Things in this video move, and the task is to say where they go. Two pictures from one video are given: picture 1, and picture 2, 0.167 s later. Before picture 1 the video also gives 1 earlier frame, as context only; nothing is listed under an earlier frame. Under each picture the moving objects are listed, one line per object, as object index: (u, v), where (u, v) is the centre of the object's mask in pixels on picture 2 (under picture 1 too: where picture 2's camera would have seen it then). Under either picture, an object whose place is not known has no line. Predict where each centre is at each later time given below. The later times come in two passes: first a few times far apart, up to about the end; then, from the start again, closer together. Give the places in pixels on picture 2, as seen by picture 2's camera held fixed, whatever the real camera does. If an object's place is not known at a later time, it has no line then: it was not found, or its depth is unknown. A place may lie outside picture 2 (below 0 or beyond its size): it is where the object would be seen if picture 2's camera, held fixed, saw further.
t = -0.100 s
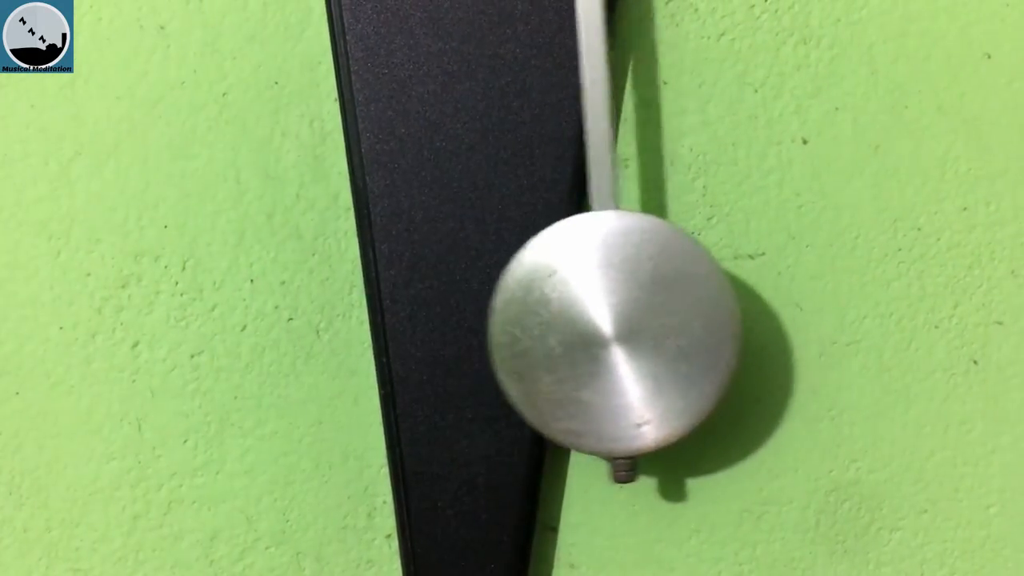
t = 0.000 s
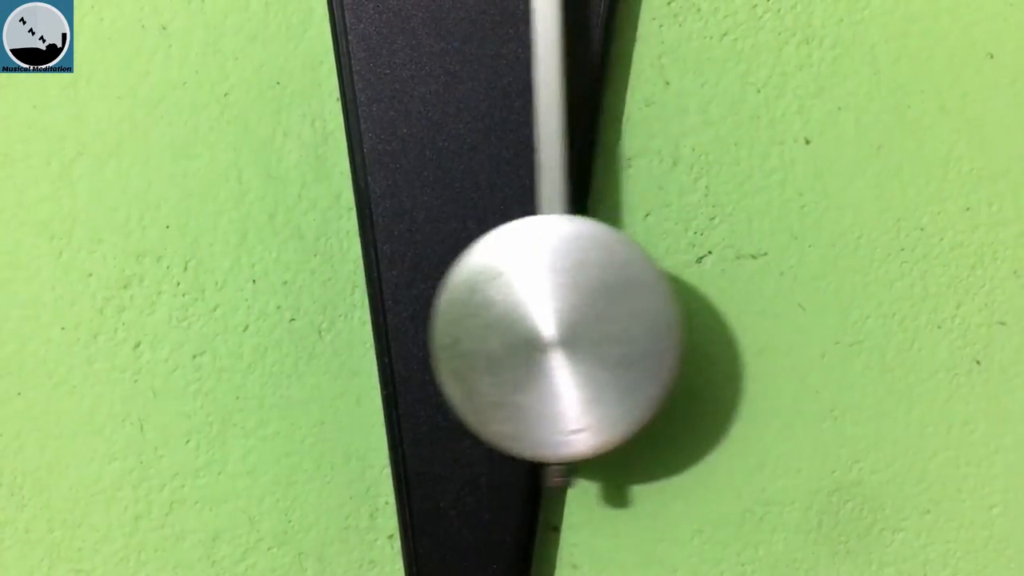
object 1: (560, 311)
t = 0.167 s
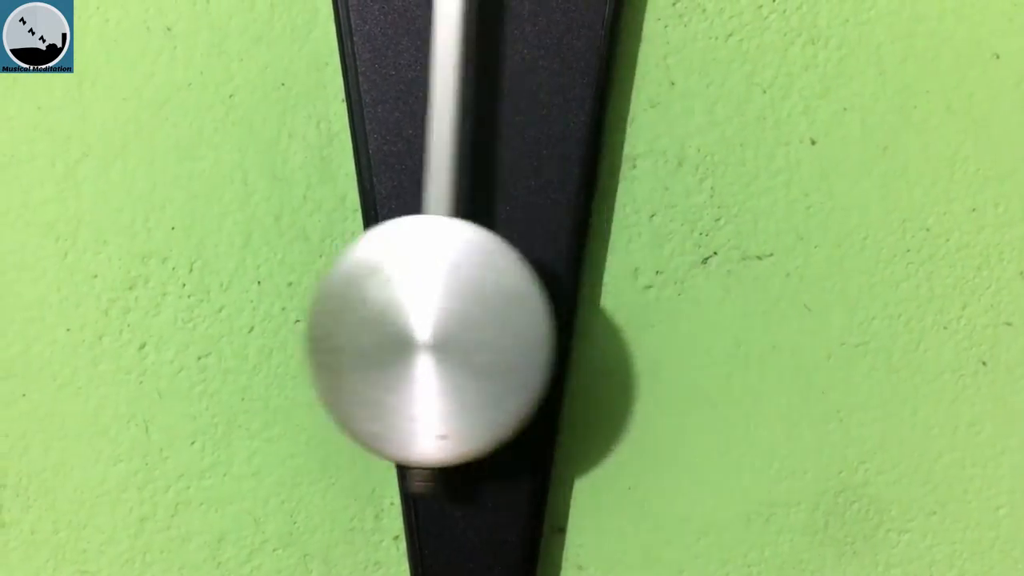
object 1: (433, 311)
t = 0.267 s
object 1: (371, 312)
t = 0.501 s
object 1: (378, 312)
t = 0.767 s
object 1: (572, 311)
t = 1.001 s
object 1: (649, 310)
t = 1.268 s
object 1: (492, 311)
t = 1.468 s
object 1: (354, 314)
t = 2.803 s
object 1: (351, 311)
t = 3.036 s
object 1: (503, 312)
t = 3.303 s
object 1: (650, 312)
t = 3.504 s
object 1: (577, 311)
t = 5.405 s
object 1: (514, 313)
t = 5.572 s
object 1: (626, 312)
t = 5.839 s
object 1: (590, 312)
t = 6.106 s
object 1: (390, 311)
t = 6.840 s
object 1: (647, 312)
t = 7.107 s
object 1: (518, 311)
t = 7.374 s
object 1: (353, 309)
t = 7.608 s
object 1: (404, 313)
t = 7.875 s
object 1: (597, 312)
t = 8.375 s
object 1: (450, 306)
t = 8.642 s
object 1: (342, 311)
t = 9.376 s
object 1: (578, 313)
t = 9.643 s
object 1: (389, 312)
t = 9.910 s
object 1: (387, 310)
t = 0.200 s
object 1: (409, 312)
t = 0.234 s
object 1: (388, 312)
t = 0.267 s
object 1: (371, 312)
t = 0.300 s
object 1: (357, 313)
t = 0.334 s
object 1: (348, 313)
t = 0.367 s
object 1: (344, 312)
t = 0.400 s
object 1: (345, 313)
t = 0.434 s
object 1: (351, 313)
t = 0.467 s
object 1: (363, 313)
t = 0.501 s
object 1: (378, 312)
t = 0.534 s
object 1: (397, 313)
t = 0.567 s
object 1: (419, 312)
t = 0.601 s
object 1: (443, 311)
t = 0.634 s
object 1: (469, 309)
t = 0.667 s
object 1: (495, 313)
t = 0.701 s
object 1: (521, 312)
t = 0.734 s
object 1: (548, 311)
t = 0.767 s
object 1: (572, 311)
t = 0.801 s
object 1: (595, 311)
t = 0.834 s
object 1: (615, 309)
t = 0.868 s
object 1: (631, 309)
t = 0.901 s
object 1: (643, 309)
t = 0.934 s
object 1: (650, 309)
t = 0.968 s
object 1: (652, 309)
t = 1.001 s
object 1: (649, 310)
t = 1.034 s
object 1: (642, 310)
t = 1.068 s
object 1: (630, 311)
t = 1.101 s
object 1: (613, 311)
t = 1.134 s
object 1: (593, 312)
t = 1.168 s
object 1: (569, 311)
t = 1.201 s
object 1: (545, 312)
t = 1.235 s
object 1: (518, 312)
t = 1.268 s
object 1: (492, 311)
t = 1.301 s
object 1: (465, 311)
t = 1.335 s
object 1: (438, 312)
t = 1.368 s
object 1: (413, 312)
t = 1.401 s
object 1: (390, 313)
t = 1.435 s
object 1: (370, 313)
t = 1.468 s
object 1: (354, 314)
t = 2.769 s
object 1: (342, 311)
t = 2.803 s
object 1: (351, 311)
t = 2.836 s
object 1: (364, 310)
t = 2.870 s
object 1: (382, 309)
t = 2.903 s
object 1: (402, 311)
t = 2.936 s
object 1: (426, 309)
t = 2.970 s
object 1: (451, 310)
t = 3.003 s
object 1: (478, 311)
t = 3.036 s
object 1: (503, 312)
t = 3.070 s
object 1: (531, 312)
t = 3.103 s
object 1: (556, 312)
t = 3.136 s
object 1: (582, 312)
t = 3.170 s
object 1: (603, 312)
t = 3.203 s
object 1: (621, 312)
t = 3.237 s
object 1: (635, 312)
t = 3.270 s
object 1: (645, 312)
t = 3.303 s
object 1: (650, 312)
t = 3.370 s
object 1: (644, 311)
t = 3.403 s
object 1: (633, 312)
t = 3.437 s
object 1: (619, 311)
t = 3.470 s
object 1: (600, 311)
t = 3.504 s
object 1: (577, 311)
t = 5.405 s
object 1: (514, 313)
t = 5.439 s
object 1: (541, 313)
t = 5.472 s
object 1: (566, 312)
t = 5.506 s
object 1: (589, 312)
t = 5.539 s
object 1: (609, 313)
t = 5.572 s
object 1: (626, 312)
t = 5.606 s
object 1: (638, 312)
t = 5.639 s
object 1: (646, 312)
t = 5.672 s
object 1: (649, 312)
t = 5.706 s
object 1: (646, 312)
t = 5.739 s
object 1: (639, 312)
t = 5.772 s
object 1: (627, 313)
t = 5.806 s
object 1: (610, 313)
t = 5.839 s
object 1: (590, 312)
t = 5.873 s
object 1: (567, 313)
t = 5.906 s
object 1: (542, 313)
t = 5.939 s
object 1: (515, 313)
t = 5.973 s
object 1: (489, 312)
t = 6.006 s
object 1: (462, 311)
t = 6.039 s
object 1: (437, 309)
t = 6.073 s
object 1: (413, 310)
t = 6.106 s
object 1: (390, 311)
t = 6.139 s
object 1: (371, 310)
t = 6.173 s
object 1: (356, 311)
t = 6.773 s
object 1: (636, 312)
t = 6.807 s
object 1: (644, 312)
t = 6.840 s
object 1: (647, 312)
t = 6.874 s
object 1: (645, 312)
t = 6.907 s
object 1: (638, 312)
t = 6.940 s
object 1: (627, 312)
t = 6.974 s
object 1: (611, 312)
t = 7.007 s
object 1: (591, 311)
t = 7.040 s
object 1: (568, 311)
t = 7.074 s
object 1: (544, 312)
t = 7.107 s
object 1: (518, 311)
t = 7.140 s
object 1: (493, 310)
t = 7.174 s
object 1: (468, 309)
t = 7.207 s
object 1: (444, 309)
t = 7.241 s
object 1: (420, 308)
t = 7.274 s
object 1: (398, 308)
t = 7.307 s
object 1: (379, 305)
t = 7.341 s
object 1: (364, 307)
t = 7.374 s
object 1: (353, 309)
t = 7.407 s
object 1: (346, 310)
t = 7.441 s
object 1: (344, 310)
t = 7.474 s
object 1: (347, 311)
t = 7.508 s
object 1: (355, 311)
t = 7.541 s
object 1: (367, 311)
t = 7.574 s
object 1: (383, 312)
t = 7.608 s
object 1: (404, 313)
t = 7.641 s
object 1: (427, 313)
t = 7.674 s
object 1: (451, 312)
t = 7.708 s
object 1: (477, 312)
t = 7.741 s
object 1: (502, 311)
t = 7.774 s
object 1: (528, 313)
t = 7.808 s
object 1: (554, 311)
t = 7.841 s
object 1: (577, 312)
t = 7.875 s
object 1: (597, 312)
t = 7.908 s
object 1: (616, 311)
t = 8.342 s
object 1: (475, 308)
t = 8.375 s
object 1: (450, 306)
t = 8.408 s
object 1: (425, 307)
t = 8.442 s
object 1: (402, 307)
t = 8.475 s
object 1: (381, 309)
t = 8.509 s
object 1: (364, 310)
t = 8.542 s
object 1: (351, 310)
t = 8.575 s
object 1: (343, 311)
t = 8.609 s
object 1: (340, 311)
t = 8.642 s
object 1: (342, 311)
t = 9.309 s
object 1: (616, 312)
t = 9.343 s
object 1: (599, 313)
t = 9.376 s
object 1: (578, 313)
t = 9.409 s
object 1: (555, 313)
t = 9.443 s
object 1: (531, 312)
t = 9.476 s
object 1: (505, 313)
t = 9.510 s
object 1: (481, 311)
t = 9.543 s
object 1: (455, 312)
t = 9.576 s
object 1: (431, 312)
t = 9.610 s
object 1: (409, 312)
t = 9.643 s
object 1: (389, 312)
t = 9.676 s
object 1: (373, 313)
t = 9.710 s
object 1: (361, 313)
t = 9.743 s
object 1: (353, 312)
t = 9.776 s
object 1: (351, 312)
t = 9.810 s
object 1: (353, 312)
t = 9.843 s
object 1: (360, 312)
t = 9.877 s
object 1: (371, 312)
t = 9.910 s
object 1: (387, 310)
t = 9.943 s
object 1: (405, 310)
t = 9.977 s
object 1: (426, 311)
